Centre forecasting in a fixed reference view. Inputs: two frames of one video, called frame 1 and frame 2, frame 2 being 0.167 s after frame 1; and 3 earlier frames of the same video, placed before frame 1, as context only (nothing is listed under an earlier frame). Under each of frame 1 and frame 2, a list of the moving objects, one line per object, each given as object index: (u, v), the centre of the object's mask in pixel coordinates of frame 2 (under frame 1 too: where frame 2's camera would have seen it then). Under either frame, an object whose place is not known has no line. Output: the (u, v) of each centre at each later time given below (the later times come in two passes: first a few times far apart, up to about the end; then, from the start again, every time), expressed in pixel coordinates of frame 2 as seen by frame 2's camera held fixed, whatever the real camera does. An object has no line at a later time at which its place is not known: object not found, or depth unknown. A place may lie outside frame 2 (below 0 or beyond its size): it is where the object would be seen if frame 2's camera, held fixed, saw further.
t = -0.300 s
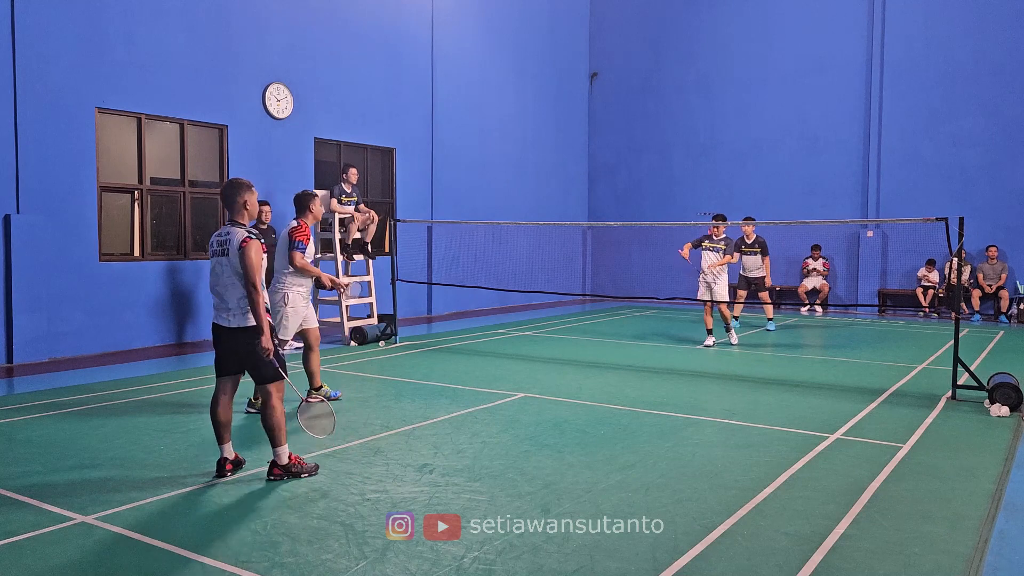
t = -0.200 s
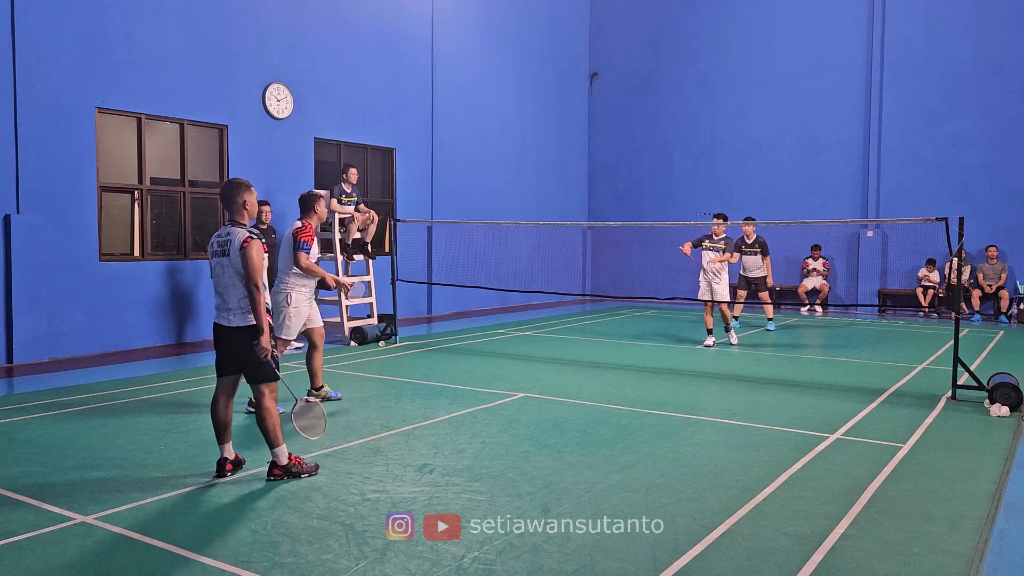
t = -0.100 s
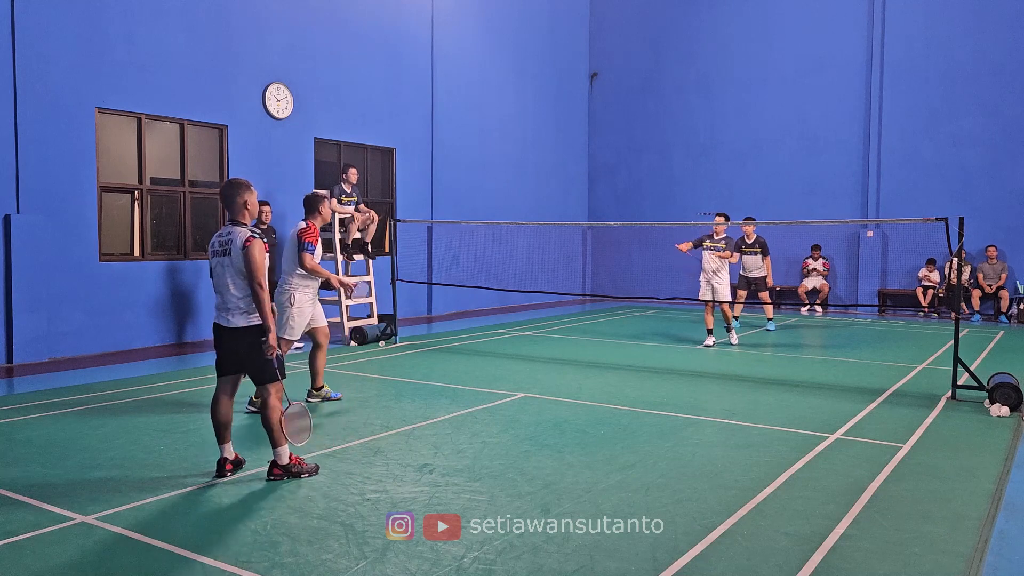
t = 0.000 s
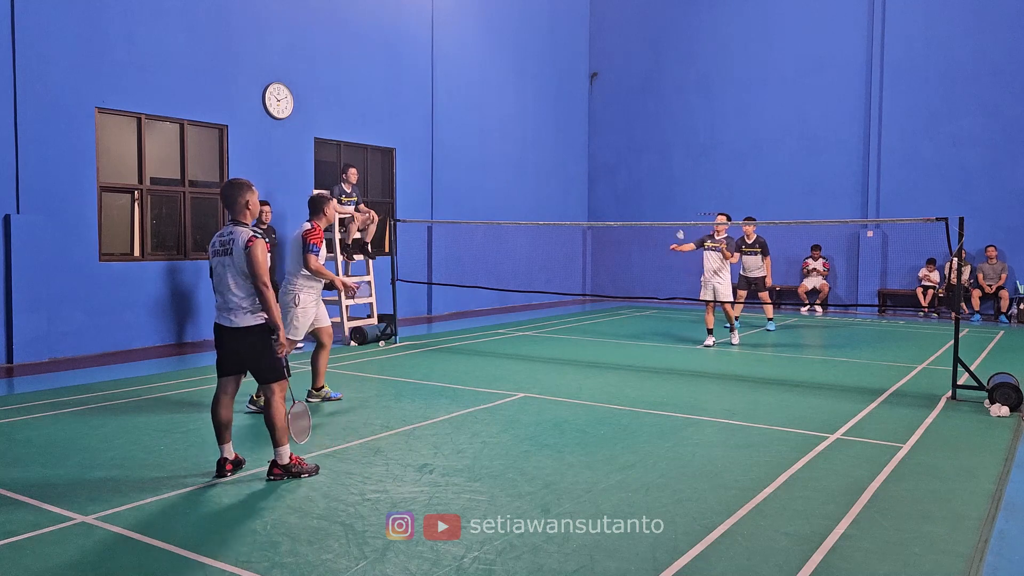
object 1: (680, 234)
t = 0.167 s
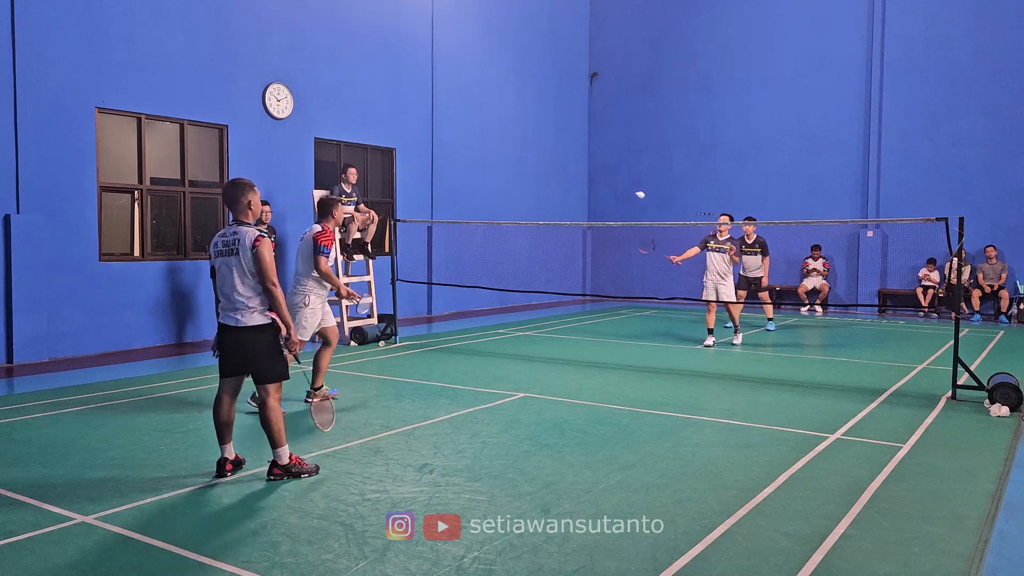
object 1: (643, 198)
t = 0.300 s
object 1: (610, 188)
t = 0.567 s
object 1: (539, 208)
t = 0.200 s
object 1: (634, 196)
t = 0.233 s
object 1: (626, 192)
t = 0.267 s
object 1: (618, 190)
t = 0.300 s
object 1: (610, 188)
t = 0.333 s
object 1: (599, 187)
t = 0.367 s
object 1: (589, 183)
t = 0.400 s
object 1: (579, 184)
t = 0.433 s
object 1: (571, 188)
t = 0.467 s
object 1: (563, 194)
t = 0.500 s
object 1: (556, 197)
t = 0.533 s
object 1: (546, 201)
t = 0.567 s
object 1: (539, 208)
